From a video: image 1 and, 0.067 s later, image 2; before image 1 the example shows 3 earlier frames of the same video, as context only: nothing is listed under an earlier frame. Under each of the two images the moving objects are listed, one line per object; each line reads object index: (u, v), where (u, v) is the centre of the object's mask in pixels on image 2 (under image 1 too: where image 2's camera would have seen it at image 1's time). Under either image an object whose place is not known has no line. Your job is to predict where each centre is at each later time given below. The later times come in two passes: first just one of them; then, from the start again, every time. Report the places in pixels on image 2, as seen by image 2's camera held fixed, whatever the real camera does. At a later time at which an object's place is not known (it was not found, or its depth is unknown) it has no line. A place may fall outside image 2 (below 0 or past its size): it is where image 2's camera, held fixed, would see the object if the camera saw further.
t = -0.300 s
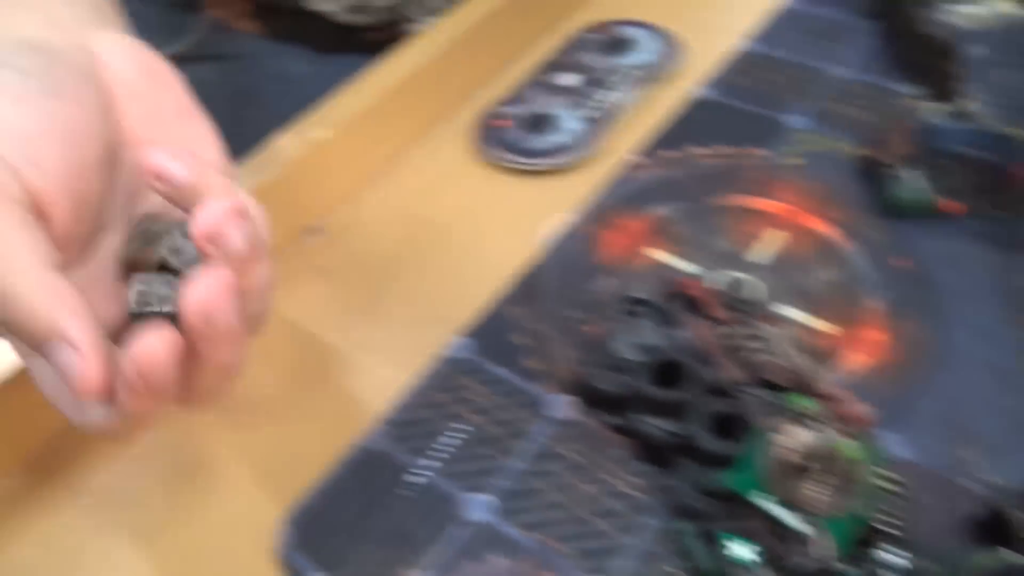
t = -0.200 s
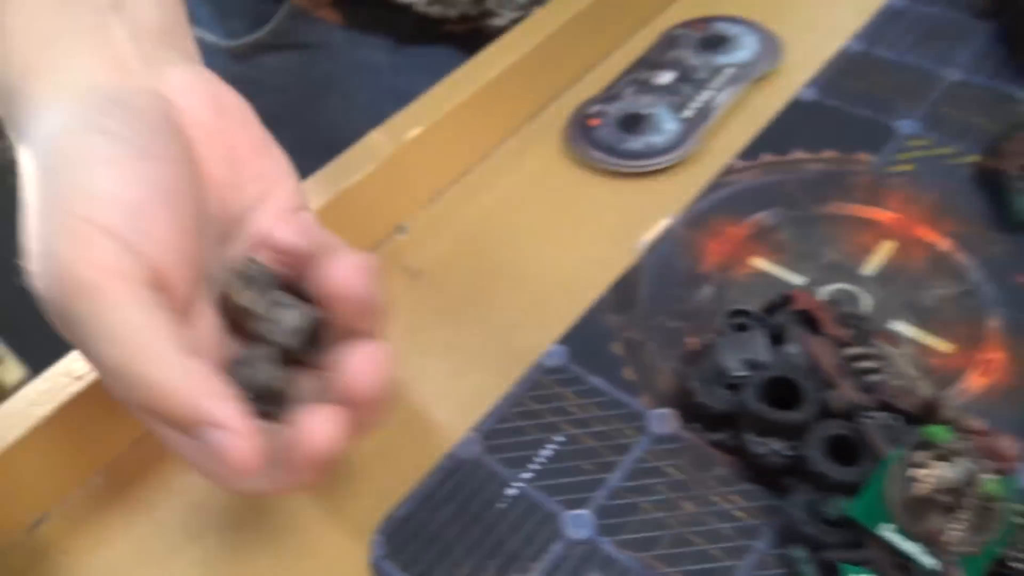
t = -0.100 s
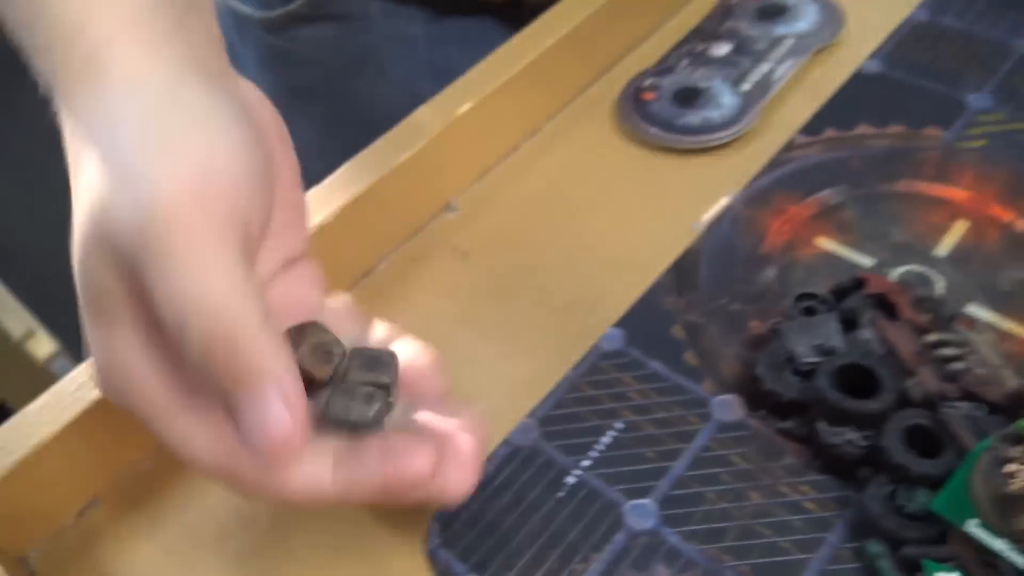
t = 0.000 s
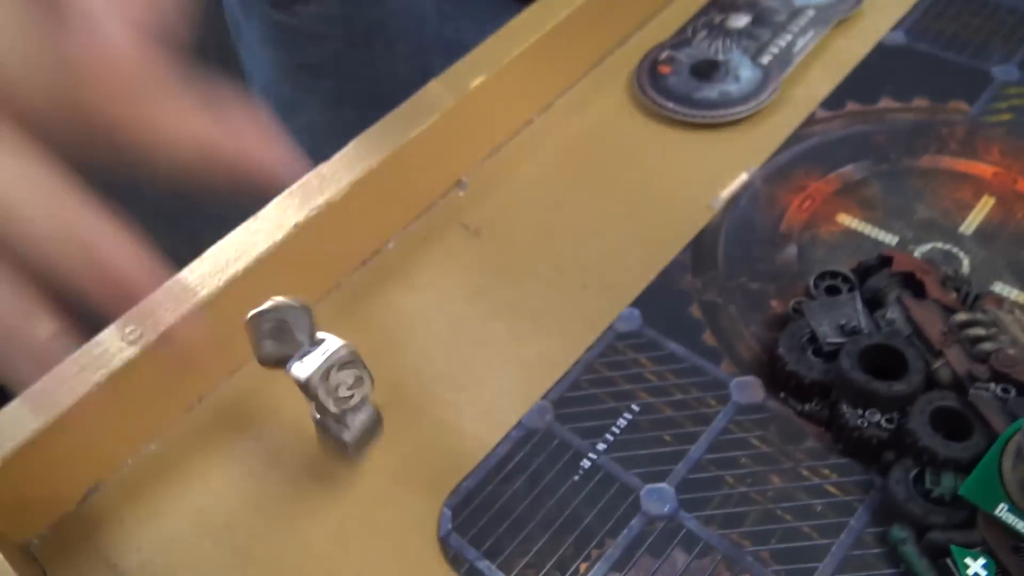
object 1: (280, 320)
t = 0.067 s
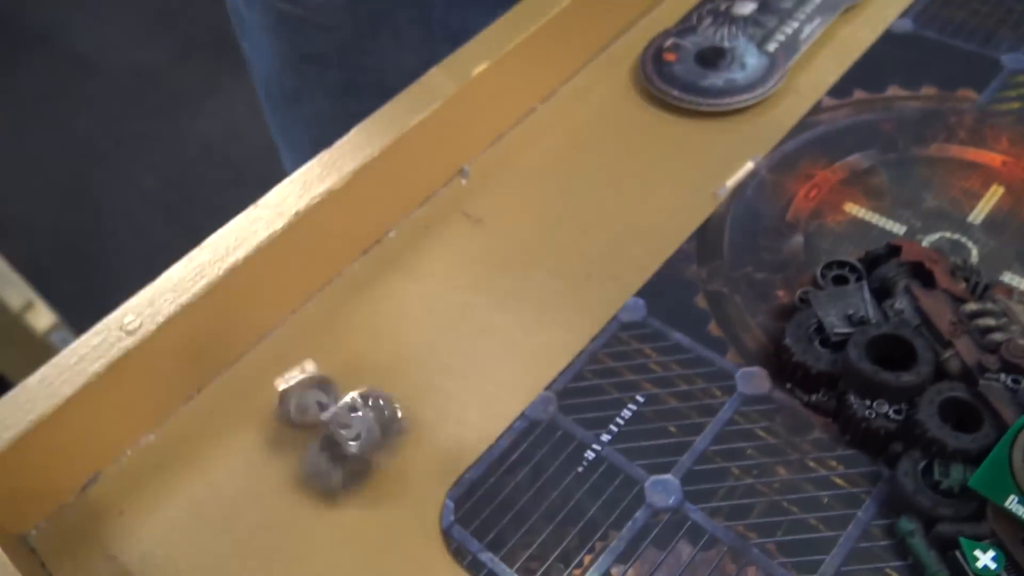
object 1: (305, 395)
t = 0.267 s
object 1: (302, 307)
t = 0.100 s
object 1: (304, 397)
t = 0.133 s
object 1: (293, 360)
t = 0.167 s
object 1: (288, 345)
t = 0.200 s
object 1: (294, 341)
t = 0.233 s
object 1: (295, 321)
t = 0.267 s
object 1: (302, 307)
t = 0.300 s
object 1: (316, 298)
